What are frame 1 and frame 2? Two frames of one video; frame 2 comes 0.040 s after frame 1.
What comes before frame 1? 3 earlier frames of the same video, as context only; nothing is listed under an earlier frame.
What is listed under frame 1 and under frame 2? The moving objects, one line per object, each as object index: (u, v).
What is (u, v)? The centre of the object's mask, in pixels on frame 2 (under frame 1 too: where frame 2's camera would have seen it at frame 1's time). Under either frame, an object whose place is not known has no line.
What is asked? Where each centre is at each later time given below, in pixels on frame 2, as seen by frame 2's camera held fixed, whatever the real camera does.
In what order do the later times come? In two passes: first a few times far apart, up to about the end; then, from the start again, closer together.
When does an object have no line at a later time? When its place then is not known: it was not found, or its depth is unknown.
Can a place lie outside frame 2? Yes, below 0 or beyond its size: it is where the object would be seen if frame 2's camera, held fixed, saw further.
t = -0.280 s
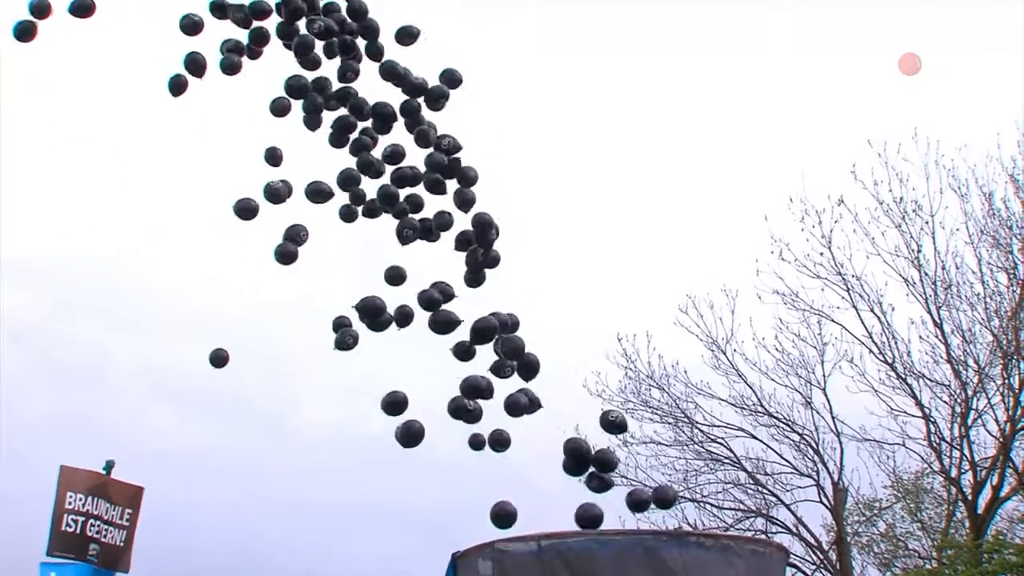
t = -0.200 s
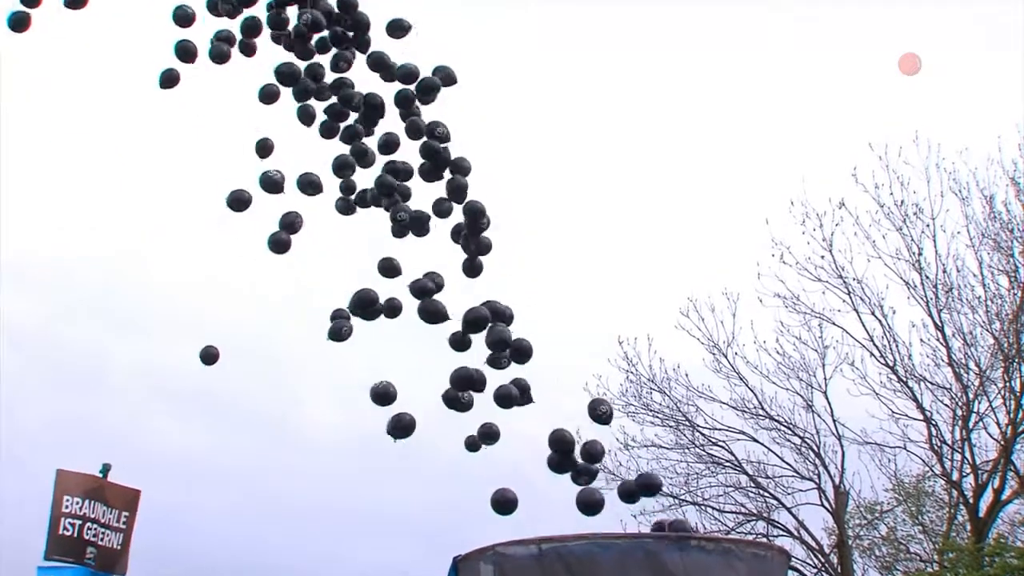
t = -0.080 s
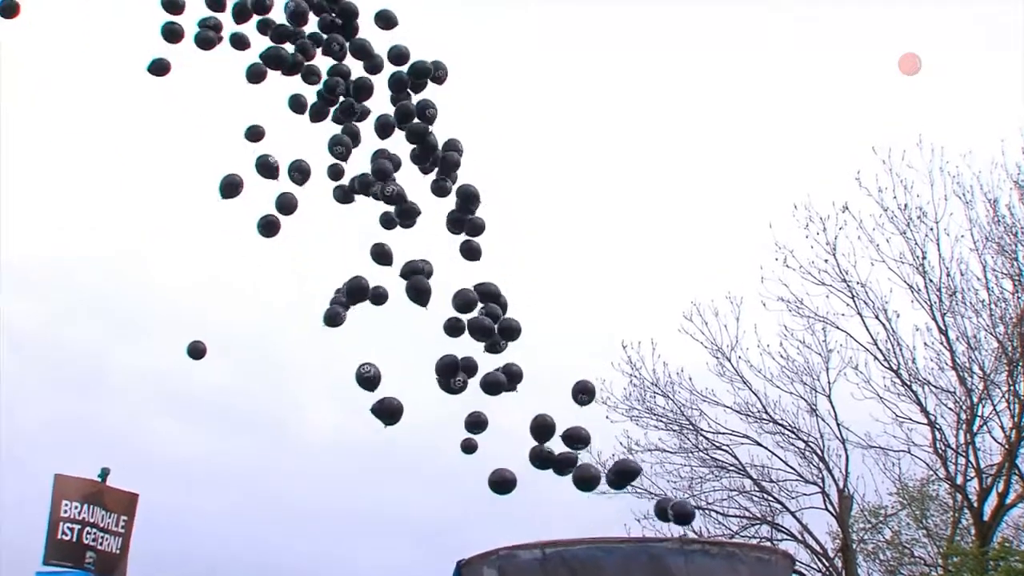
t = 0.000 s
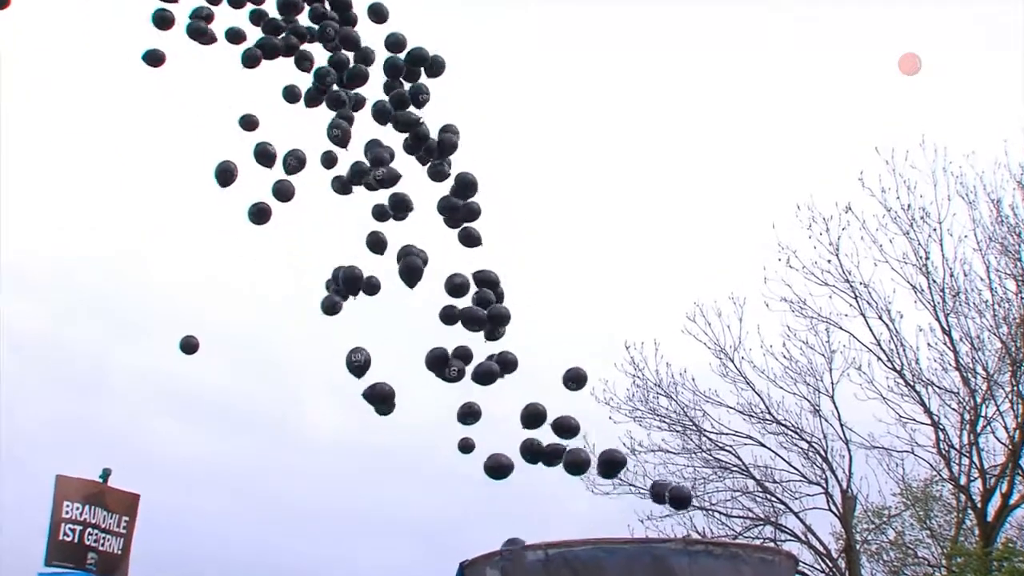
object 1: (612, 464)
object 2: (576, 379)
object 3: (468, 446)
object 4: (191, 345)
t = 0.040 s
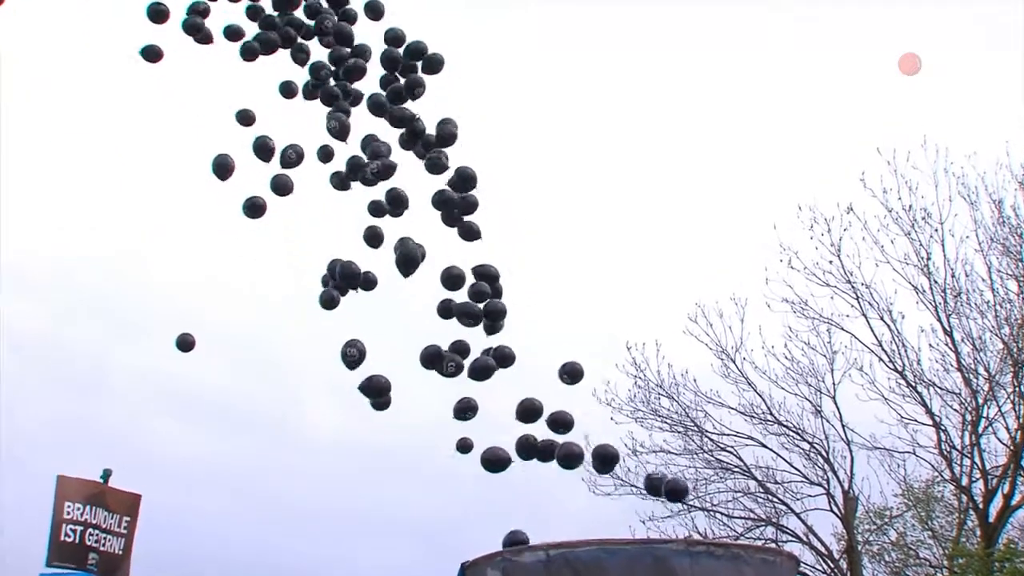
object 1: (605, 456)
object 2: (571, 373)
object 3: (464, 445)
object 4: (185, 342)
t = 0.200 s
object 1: (577, 436)
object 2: (552, 349)
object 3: (449, 443)
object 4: (163, 329)
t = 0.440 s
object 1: (547, 403)
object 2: (527, 322)
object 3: (422, 440)
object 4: (134, 311)
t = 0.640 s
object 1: (529, 382)
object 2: (508, 303)
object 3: (399, 439)
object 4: (111, 298)
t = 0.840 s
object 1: (511, 361)
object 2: (485, 282)
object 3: (376, 437)
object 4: (86, 286)
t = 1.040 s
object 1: (489, 337)
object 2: (462, 256)
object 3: (351, 435)
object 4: (62, 277)
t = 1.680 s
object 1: (395, 255)
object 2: (355, 166)
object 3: (261, 430)
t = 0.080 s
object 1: (597, 452)
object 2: (566, 366)
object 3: (461, 445)
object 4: (180, 339)
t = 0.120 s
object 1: (590, 446)
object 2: (560, 360)
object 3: (457, 444)
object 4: (174, 336)
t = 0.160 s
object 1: (584, 442)
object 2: (556, 354)
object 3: (453, 443)
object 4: (169, 333)
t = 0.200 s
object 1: (577, 436)
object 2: (552, 349)
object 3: (449, 443)
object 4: (163, 329)
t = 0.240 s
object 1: (570, 430)
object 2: (547, 343)
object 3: (444, 442)
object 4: (158, 326)
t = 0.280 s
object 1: (564, 424)
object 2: (543, 338)
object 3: (440, 441)
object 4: (153, 323)
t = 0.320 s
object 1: (559, 419)
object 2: (539, 334)
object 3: (435, 441)
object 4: (148, 319)
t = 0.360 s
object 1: (555, 413)
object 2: (535, 329)
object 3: (431, 440)
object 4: (144, 316)
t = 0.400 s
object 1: (551, 408)
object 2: (531, 326)
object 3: (426, 440)
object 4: (139, 314)
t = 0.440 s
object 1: (547, 403)
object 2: (527, 322)
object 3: (422, 440)
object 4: (134, 311)
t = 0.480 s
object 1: (543, 399)
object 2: (524, 318)
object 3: (417, 440)
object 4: (129, 308)
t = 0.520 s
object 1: (539, 395)
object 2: (520, 315)
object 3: (412, 440)
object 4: (125, 306)
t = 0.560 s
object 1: (535, 390)
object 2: (516, 311)
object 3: (408, 440)
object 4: (120, 303)
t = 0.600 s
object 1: (532, 386)
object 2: (512, 307)
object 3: (403, 439)
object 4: (115, 301)
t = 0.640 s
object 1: (529, 382)
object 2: (508, 303)
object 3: (399, 439)
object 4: (111, 298)
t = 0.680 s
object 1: (526, 377)
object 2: (503, 299)
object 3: (395, 438)
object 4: (106, 296)
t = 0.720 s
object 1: (524, 373)
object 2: (499, 295)
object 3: (390, 438)
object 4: (101, 293)
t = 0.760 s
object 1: (521, 369)
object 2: (494, 291)
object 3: (386, 438)
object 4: (96, 291)
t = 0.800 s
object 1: (515, 365)
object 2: (490, 286)
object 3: (381, 437)
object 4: (91, 289)
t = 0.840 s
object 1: (511, 361)
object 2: (485, 282)
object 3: (376, 437)
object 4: (86, 286)
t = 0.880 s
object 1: (505, 357)
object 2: (481, 277)
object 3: (372, 436)
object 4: (81, 285)
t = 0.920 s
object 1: (502, 352)
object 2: (476, 272)
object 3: (366, 436)
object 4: (76, 283)
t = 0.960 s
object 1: (499, 346)
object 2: (472, 267)
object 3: (362, 436)
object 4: (71, 280)
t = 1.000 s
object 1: (494, 342)
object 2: (467, 261)
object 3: (356, 435)
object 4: (66, 278)
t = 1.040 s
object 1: (489, 337)
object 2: (462, 256)
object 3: (351, 435)
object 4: (62, 277)
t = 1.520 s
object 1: (421, 277)
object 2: (384, 193)
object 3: (287, 433)
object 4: (6, 260)
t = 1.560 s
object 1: (414, 271)
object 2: (376, 186)
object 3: (280, 432)
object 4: (0, 257)
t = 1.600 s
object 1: (407, 265)
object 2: (368, 179)
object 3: (273, 432)
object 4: (-7, 254)
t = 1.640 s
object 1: (401, 259)
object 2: (362, 172)
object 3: (267, 431)
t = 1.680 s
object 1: (395, 255)
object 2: (355, 166)
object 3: (261, 430)
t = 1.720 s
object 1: (392, 249)
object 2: (349, 159)
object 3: (256, 429)
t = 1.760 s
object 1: (390, 244)
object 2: (346, 153)
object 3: (250, 428)
